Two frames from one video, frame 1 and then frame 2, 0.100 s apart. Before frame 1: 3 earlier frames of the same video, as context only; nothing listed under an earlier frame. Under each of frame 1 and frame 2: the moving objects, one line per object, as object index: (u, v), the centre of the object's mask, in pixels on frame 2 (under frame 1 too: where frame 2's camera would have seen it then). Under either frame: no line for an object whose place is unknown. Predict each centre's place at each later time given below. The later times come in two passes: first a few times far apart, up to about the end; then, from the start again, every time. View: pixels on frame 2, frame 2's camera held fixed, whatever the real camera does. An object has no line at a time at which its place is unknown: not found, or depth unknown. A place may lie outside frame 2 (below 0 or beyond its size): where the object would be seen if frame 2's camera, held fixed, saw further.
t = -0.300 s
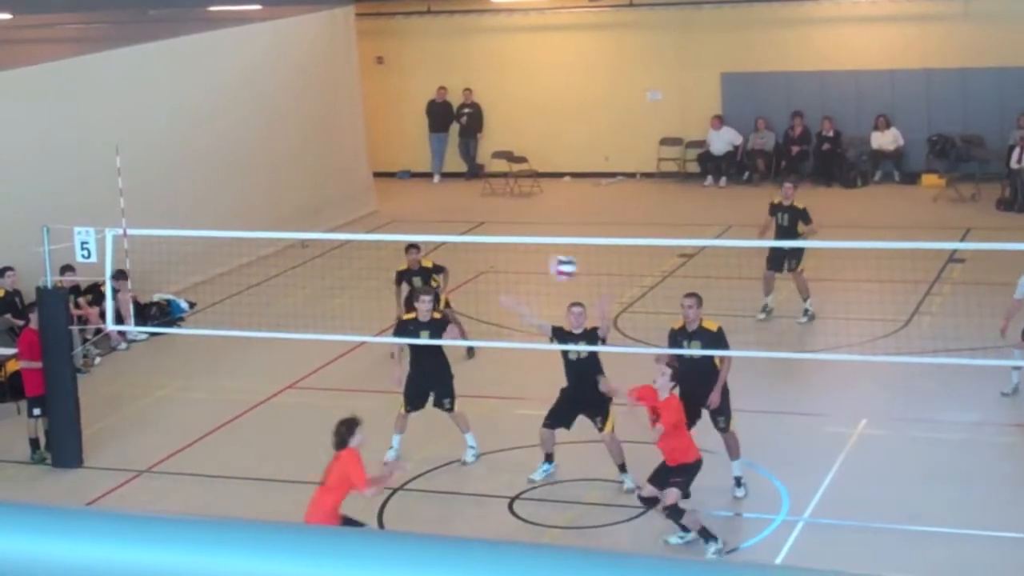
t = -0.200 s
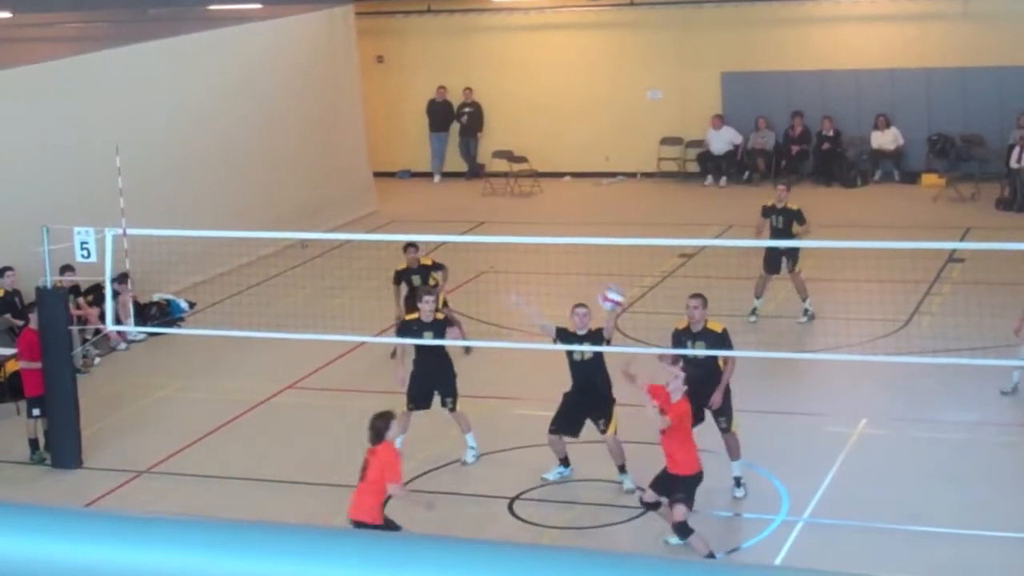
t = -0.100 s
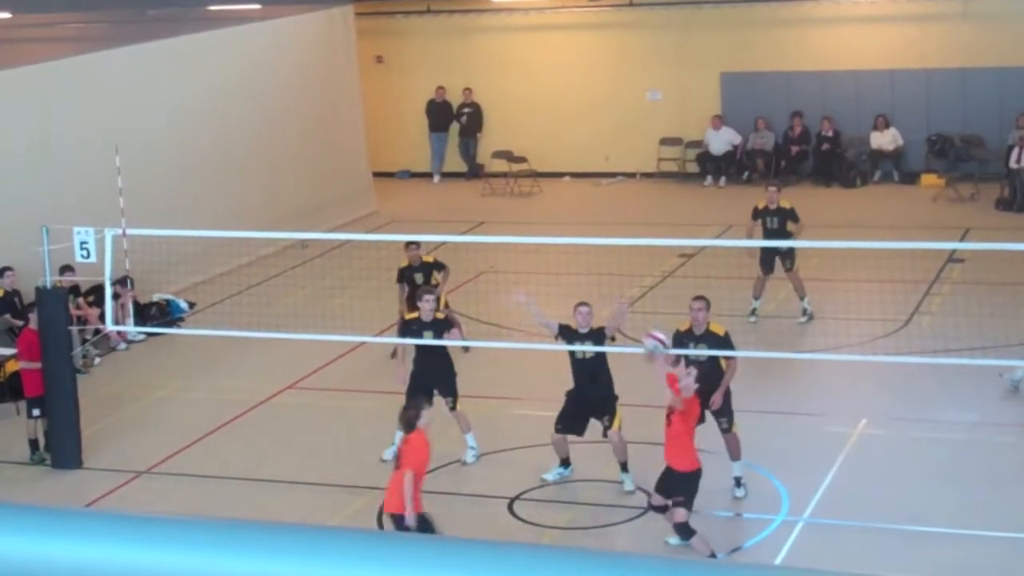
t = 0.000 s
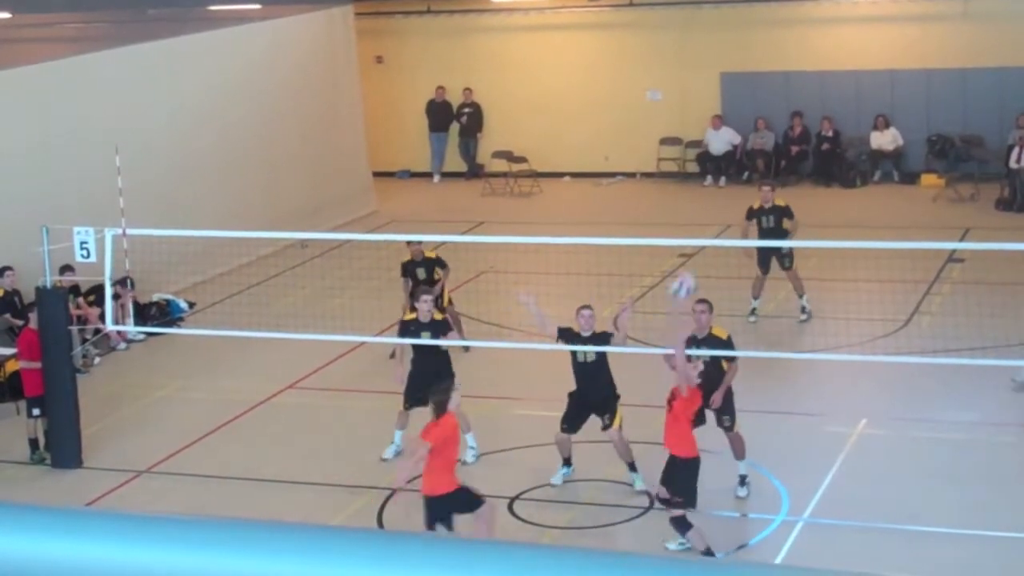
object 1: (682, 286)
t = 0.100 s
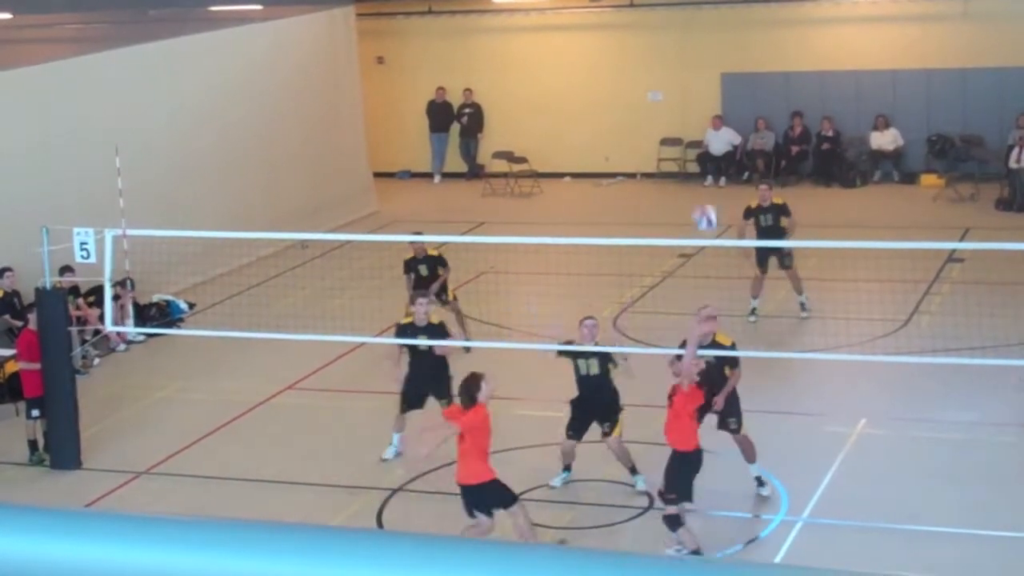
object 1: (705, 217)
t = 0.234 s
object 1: (743, 149)
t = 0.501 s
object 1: (810, 71)
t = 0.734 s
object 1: (879, 80)
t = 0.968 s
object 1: (954, 174)
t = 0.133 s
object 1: (716, 198)
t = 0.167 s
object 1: (725, 179)
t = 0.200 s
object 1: (735, 164)
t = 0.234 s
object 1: (743, 149)
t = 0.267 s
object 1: (749, 134)
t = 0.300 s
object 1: (757, 122)
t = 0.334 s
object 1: (766, 109)
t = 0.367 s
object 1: (774, 99)
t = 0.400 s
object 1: (783, 89)
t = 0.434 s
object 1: (791, 82)
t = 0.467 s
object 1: (801, 76)
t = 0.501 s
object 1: (810, 71)
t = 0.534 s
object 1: (819, 68)
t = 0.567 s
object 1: (828, 66)
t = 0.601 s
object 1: (837, 65)
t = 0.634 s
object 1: (848, 66)
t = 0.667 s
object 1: (858, 69)
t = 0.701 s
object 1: (869, 74)
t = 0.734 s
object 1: (879, 80)
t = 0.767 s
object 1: (890, 88)
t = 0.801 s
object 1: (901, 98)
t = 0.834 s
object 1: (911, 109)
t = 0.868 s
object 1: (922, 122)
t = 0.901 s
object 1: (933, 138)
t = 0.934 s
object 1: (943, 155)
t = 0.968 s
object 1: (954, 174)
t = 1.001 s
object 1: (964, 193)
